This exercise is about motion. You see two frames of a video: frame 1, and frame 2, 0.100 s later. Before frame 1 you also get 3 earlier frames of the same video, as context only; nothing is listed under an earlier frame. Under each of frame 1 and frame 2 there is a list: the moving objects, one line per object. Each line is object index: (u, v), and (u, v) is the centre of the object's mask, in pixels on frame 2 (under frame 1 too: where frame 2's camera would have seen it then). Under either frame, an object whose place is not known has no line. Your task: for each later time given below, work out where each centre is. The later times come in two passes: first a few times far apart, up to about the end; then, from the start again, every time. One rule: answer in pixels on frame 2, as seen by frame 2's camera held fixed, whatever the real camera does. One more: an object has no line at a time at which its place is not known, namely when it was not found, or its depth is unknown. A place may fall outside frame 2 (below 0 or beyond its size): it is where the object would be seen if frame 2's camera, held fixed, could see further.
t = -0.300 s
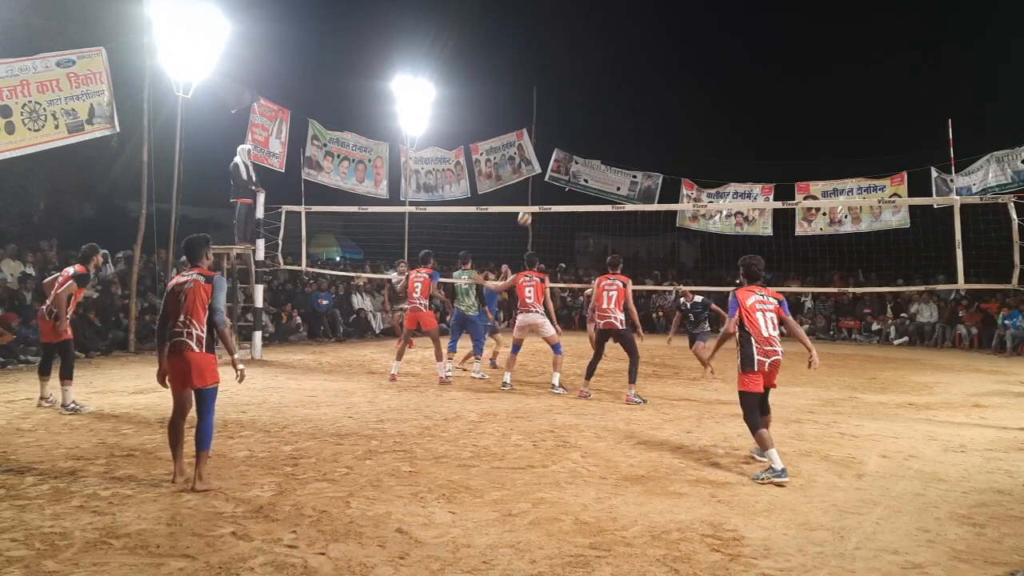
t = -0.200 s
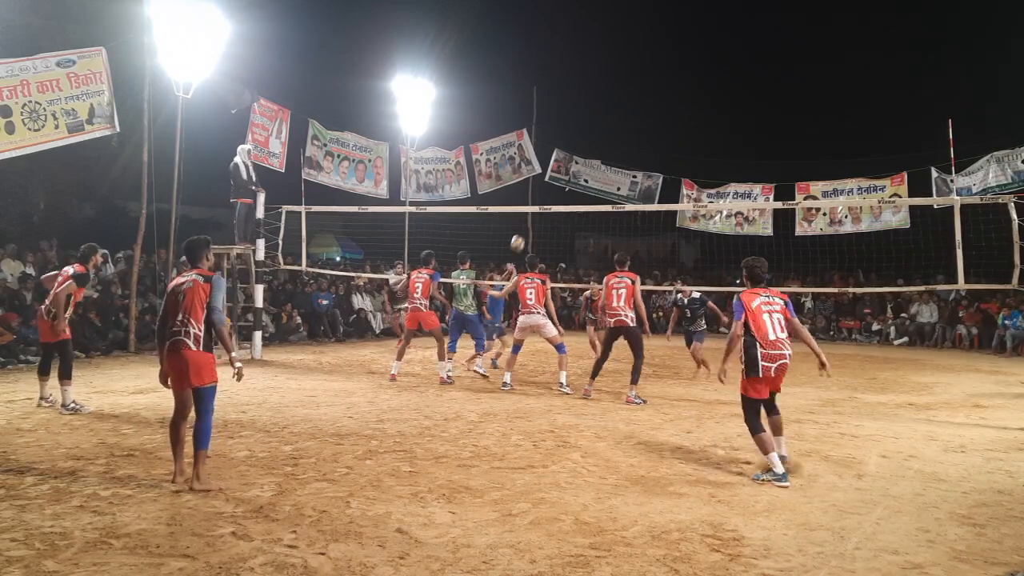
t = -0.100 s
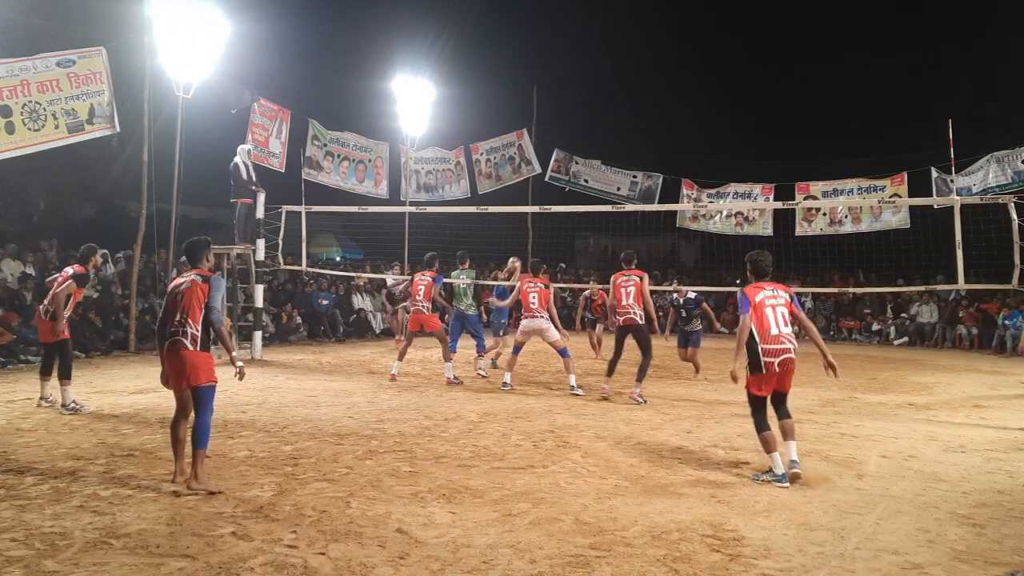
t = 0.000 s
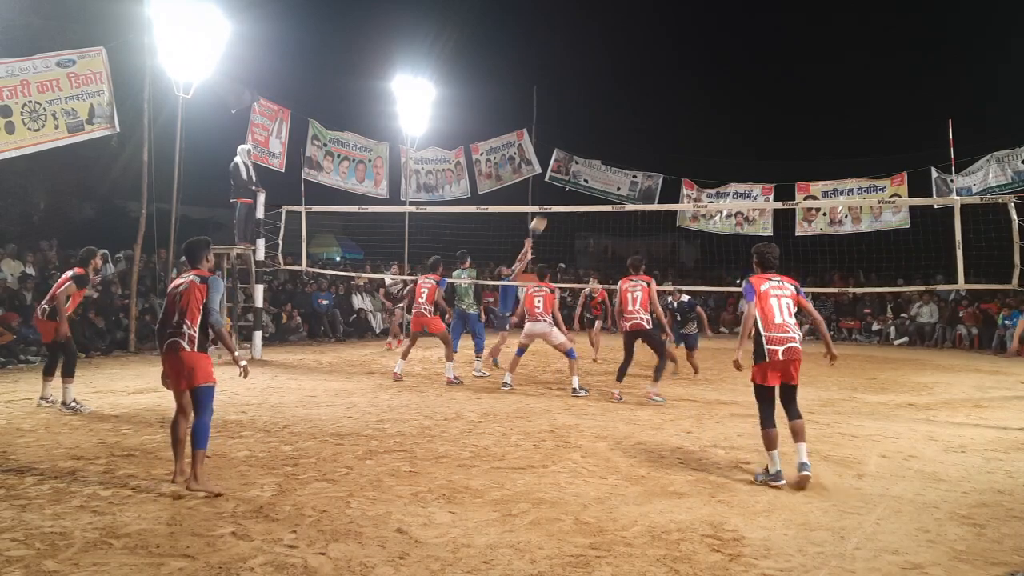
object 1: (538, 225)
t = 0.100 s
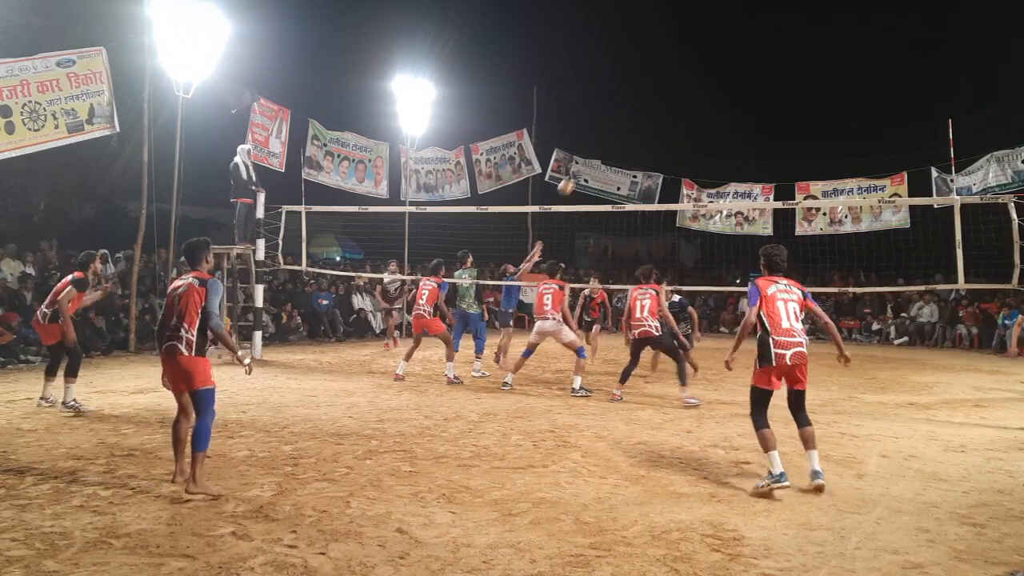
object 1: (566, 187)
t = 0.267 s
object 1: (616, 135)
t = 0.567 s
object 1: (708, 87)
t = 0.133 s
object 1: (575, 173)
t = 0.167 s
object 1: (586, 161)
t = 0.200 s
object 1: (596, 152)
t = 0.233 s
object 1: (606, 144)
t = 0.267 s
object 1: (616, 135)
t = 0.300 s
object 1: (626, 126)
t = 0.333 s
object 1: (636, 119)
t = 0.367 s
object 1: (647, 112)
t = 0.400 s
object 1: (656, 106)
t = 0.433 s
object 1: (667, 101)
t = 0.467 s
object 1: (677, 96)
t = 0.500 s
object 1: (687, 93)
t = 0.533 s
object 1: (698, 90)
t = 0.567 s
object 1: (708, 87)
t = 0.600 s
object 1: (719, 86)
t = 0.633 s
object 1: (729, 86)
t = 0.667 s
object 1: (740, 86)
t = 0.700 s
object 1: (751, 87)
